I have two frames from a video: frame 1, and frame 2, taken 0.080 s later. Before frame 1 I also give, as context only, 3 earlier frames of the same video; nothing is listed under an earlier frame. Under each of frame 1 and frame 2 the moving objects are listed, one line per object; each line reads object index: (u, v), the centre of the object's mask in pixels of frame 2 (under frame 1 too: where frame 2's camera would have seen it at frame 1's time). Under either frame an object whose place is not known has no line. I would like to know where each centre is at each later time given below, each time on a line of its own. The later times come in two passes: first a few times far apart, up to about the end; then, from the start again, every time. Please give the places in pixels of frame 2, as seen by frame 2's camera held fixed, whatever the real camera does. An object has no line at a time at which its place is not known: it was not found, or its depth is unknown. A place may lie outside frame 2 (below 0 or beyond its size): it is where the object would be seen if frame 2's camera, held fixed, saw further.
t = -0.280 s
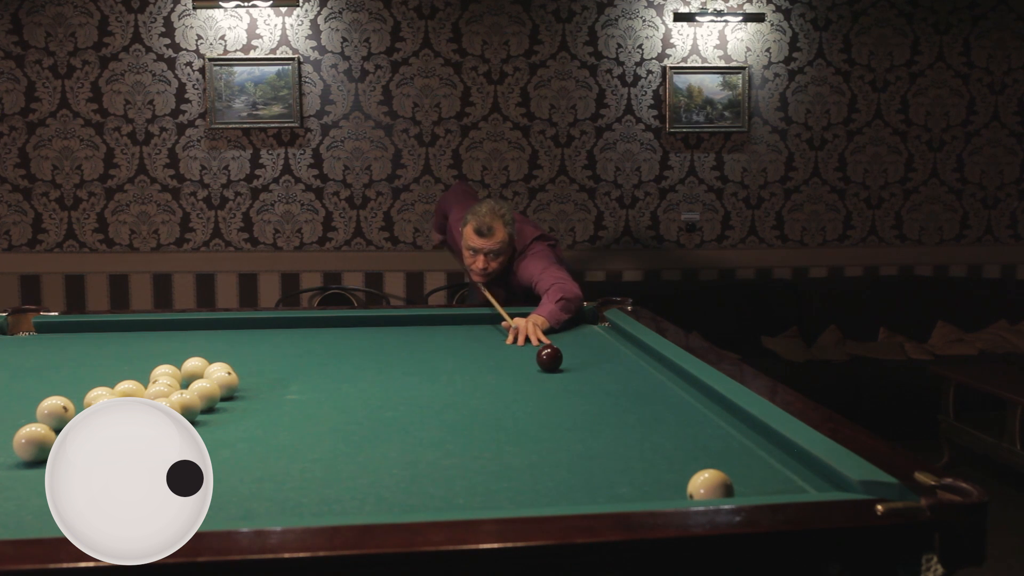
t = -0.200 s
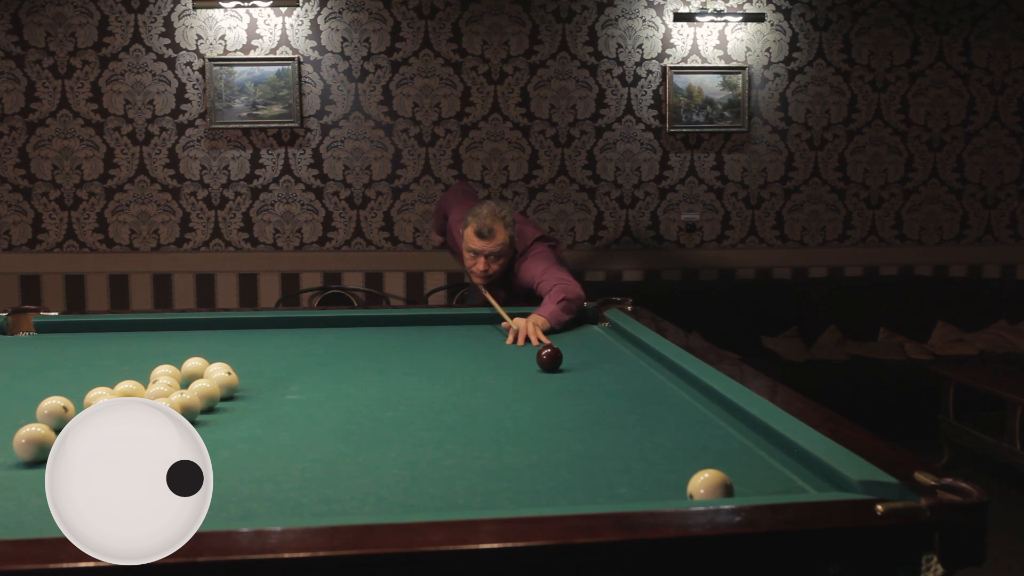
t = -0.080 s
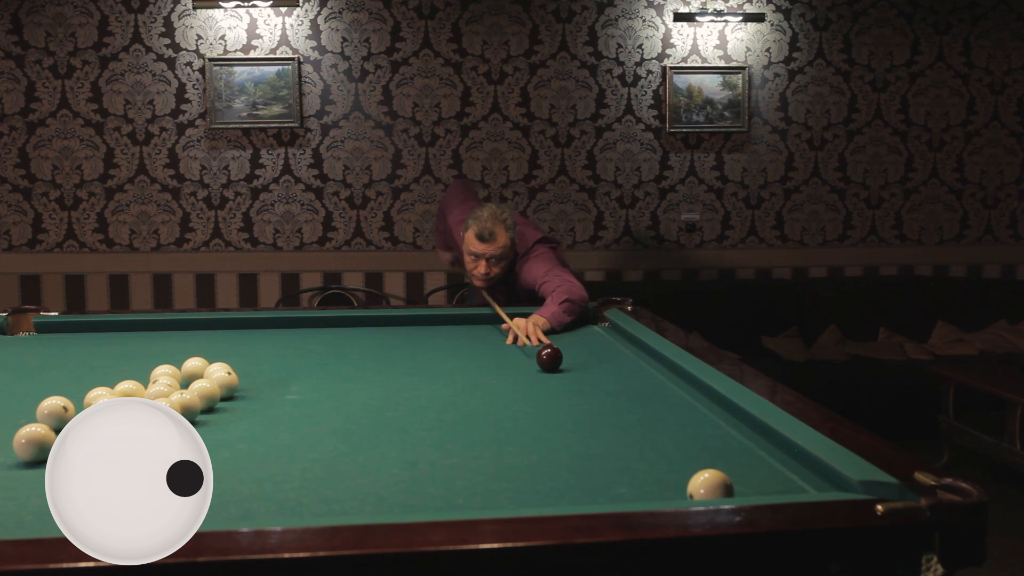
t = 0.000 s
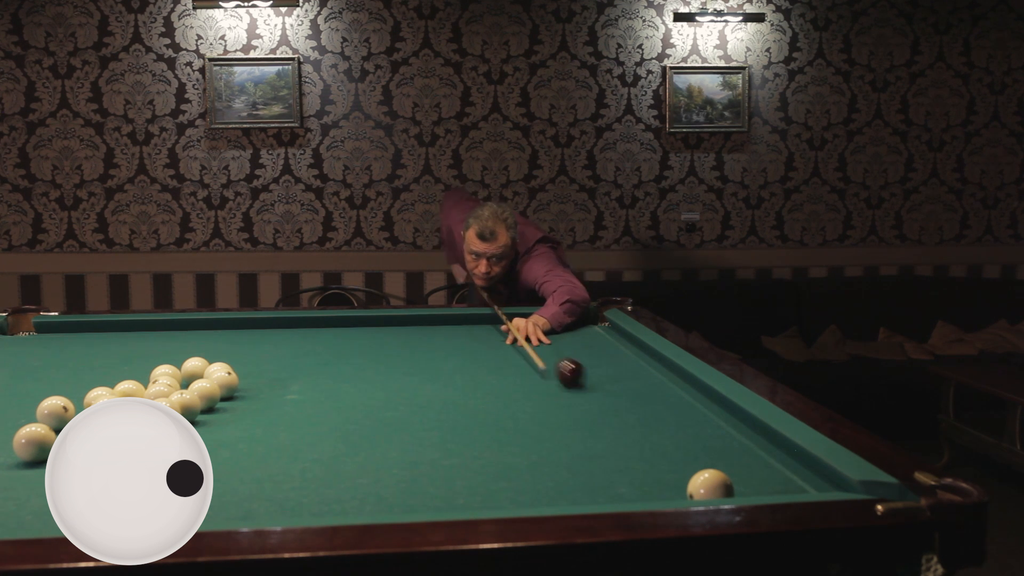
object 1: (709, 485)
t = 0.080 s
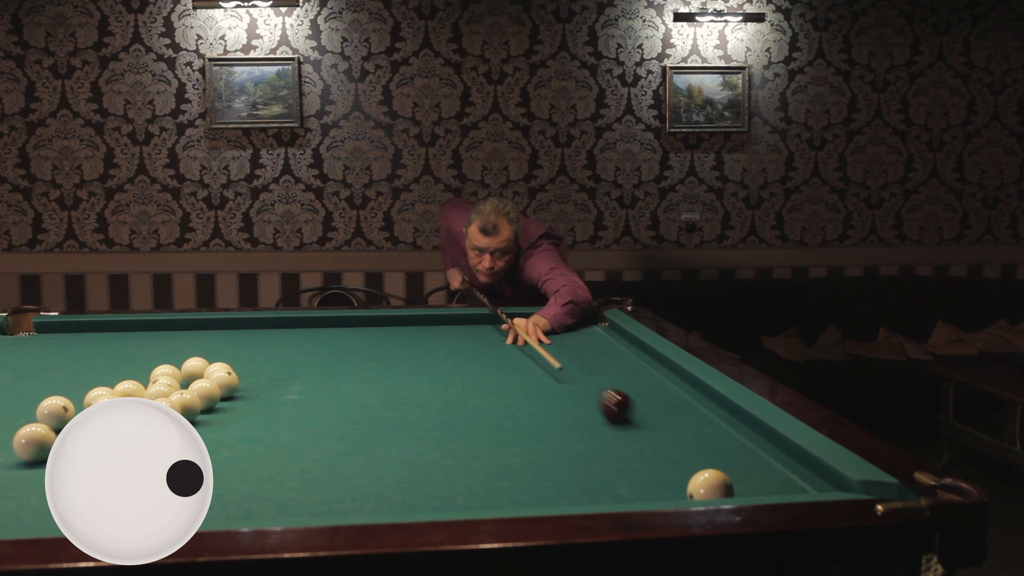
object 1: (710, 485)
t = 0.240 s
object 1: (688, 485)
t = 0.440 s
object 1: (587, 435)
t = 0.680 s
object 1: (514, 395)
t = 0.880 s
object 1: (468, 370)
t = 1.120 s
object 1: (425, 346)
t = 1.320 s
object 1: (397, 331)
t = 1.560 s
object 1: (376, 322)
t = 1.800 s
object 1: (375, 331)
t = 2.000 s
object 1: (373, 339)
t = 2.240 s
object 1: (372, 350)
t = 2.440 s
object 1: (370, 360)
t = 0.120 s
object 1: (709, 485)
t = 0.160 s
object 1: (709, 485)
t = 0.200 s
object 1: (709, 485)
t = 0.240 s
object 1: (688, 485)
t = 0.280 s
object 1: (663, 476)
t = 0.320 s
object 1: (640, 464)
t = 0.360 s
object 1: (620, 453)
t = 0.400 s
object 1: (602, 443)
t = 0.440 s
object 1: (587, 435)
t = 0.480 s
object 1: (573, 427)
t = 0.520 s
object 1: (559, 420)
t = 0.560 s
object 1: (547, 413)
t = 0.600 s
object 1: (536, 407)
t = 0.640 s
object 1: (524, 400)
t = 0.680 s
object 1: (514, 395)
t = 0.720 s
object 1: (504, 389)
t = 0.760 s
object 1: (494, 384)
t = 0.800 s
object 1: (485, 379)
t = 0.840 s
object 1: (476, 374)
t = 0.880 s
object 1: (468, 370)
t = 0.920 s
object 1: (460, 366)
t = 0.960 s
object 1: (453, 361)
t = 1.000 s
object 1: (445, 357)
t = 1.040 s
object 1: (438, 353)
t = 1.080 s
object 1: (432, 350)
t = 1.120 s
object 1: (425, 346)
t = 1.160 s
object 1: (419, 343)
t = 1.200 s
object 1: (413, 339)
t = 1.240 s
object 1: (408, 336)
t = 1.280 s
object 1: (403, 334)
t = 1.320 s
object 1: (397, 331)
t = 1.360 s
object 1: (392, 328)
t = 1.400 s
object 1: (387, 325)
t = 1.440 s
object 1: (383, 322)
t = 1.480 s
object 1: (378, 320)
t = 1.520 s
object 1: (377, 320)
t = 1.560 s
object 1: (376, 322)
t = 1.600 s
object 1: (376, 324)
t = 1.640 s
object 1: (376, 325)
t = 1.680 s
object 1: (375, 327)
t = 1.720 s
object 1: (375, 328)
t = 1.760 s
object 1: (375, 330)
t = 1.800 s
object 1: (375, 331)
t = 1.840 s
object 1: (374, 333)
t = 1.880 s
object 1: (374, 335)
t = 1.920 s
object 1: (374, 336)
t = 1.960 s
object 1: (373, 338)
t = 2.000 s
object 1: (373, 339)
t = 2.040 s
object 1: (373, 341)
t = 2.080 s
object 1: (373, 343)
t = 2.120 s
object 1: (372, 345)
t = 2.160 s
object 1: (372, 346)
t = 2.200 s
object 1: (372, 348)
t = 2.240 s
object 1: (372, 350)
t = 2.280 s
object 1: (371, 352)
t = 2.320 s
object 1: (371, 354)
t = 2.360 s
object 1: (371, 356)
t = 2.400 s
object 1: (371, 358)
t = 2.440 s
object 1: (370, 360)
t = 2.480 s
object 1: (370, 362)
